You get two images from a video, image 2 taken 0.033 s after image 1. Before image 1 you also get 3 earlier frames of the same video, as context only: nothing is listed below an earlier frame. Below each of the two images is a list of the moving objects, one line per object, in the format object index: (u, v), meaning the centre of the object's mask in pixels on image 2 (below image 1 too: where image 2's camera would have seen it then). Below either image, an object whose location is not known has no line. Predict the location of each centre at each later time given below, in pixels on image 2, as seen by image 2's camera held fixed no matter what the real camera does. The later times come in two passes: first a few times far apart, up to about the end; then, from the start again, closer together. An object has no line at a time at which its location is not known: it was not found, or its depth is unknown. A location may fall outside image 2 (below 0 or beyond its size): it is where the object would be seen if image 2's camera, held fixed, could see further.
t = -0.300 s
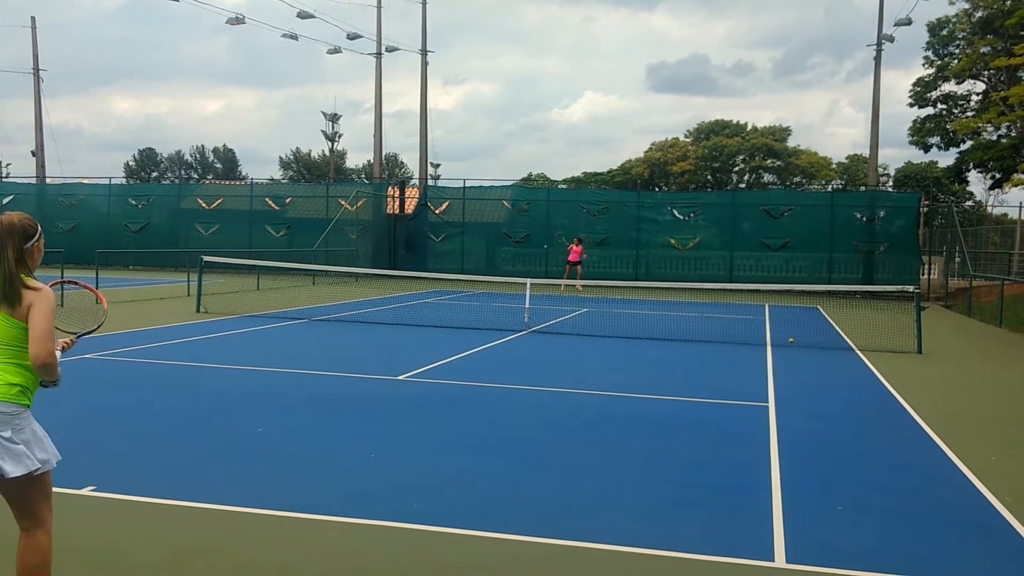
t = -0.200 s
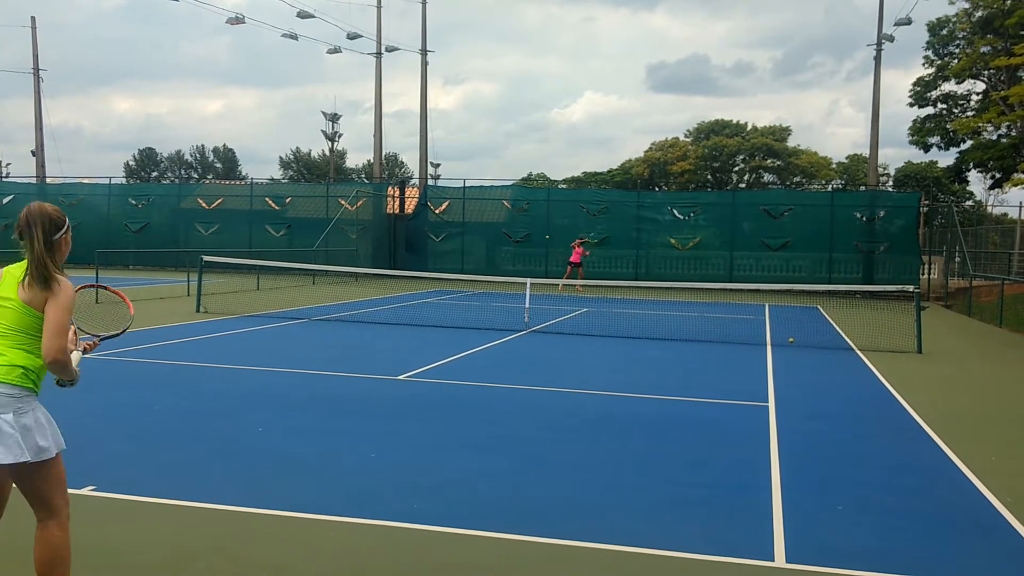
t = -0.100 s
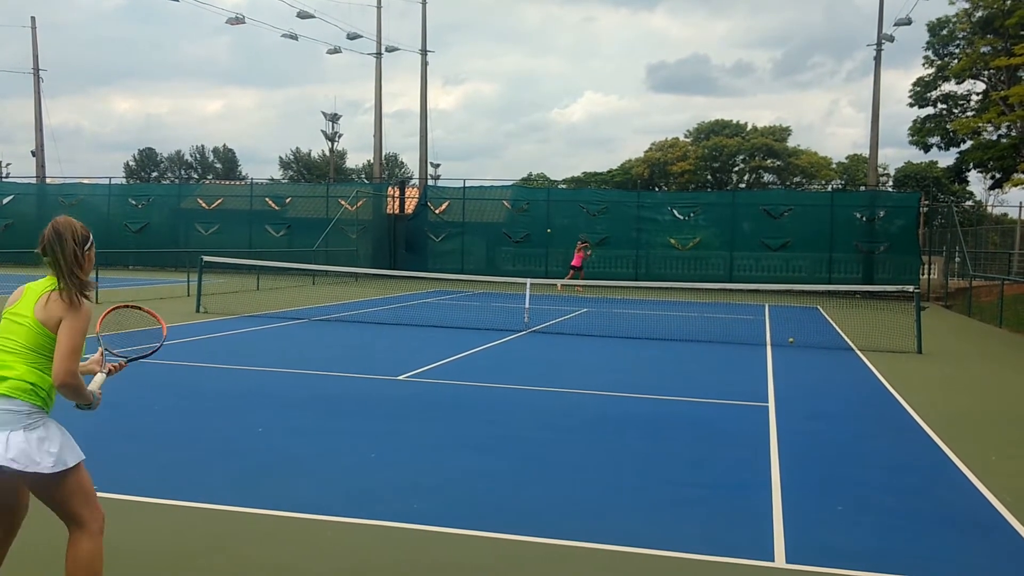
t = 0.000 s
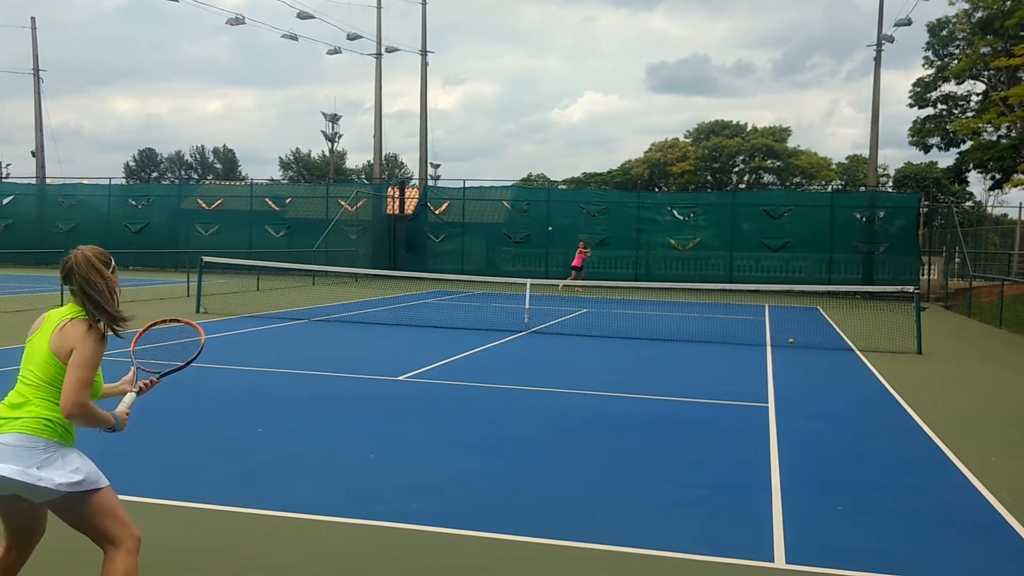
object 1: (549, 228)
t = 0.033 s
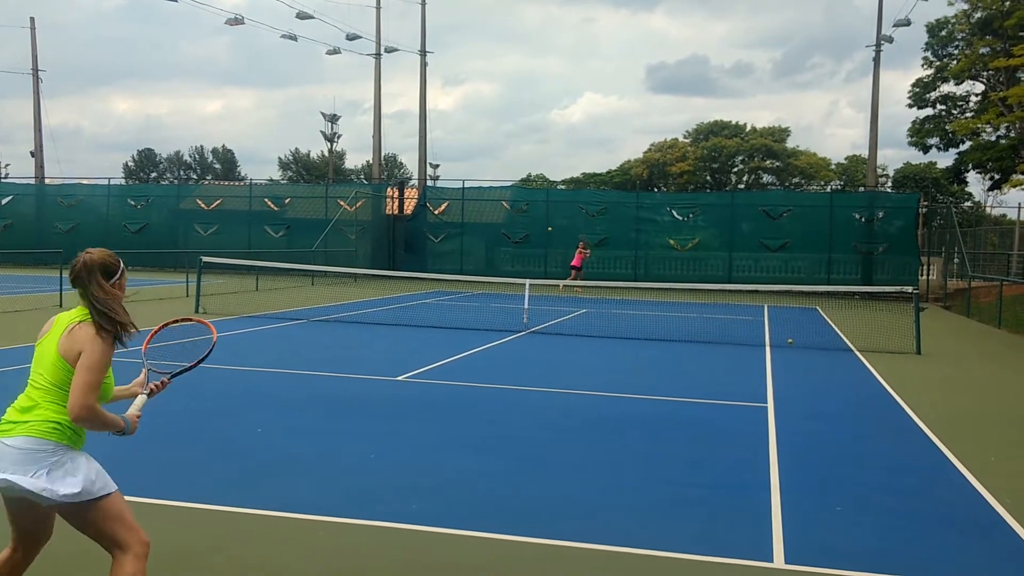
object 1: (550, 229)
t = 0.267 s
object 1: (554, 252)
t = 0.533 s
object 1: (563, 374)
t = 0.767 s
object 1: (580, 360)
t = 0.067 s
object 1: (550, 230)
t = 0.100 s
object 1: (551, 231)
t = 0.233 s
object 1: (553, 246)
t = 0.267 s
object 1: (554, 252)
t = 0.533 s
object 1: (563, 374)
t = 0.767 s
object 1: (580, 360)
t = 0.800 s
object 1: (583, 351)
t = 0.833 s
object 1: (587, 344)
